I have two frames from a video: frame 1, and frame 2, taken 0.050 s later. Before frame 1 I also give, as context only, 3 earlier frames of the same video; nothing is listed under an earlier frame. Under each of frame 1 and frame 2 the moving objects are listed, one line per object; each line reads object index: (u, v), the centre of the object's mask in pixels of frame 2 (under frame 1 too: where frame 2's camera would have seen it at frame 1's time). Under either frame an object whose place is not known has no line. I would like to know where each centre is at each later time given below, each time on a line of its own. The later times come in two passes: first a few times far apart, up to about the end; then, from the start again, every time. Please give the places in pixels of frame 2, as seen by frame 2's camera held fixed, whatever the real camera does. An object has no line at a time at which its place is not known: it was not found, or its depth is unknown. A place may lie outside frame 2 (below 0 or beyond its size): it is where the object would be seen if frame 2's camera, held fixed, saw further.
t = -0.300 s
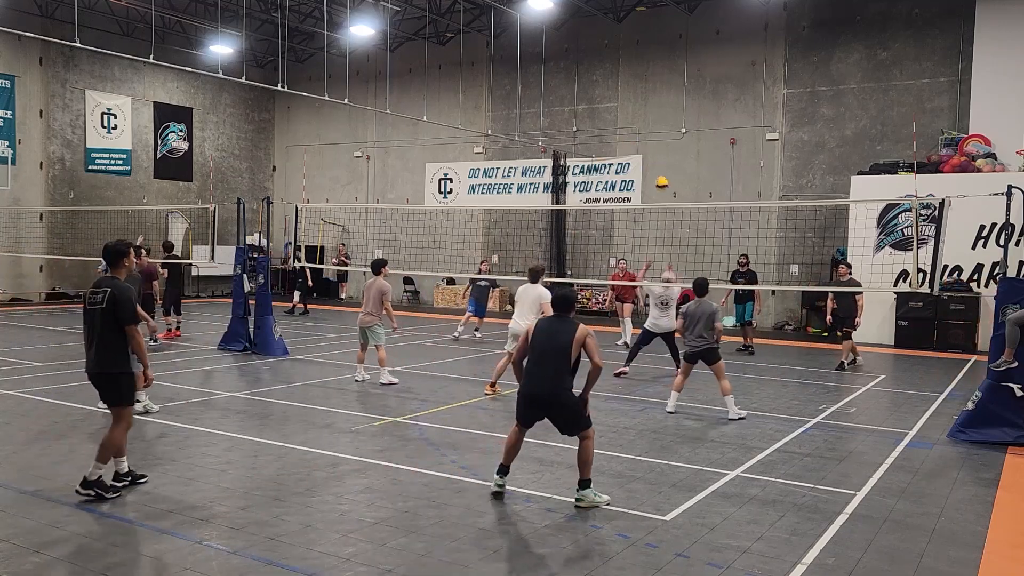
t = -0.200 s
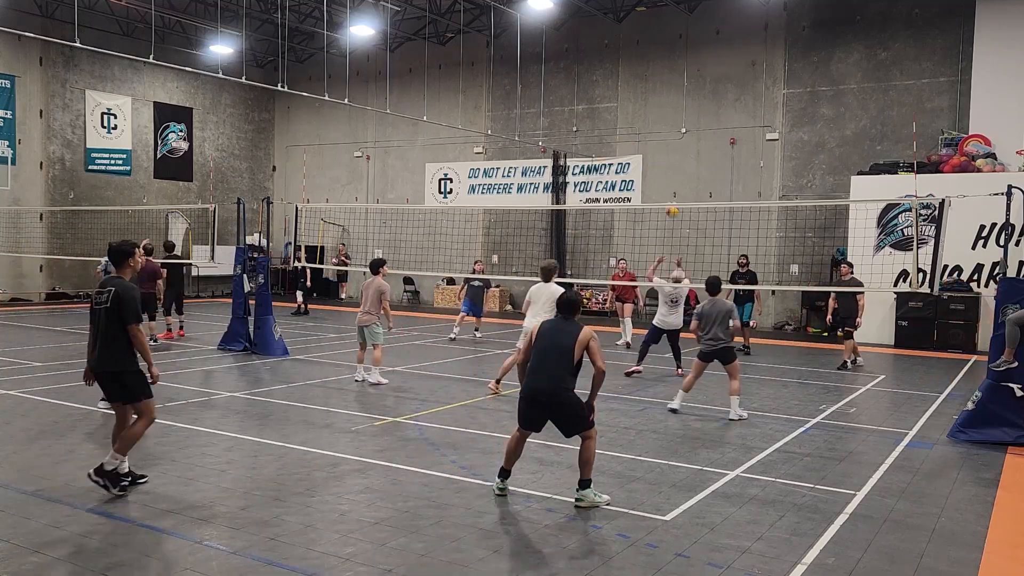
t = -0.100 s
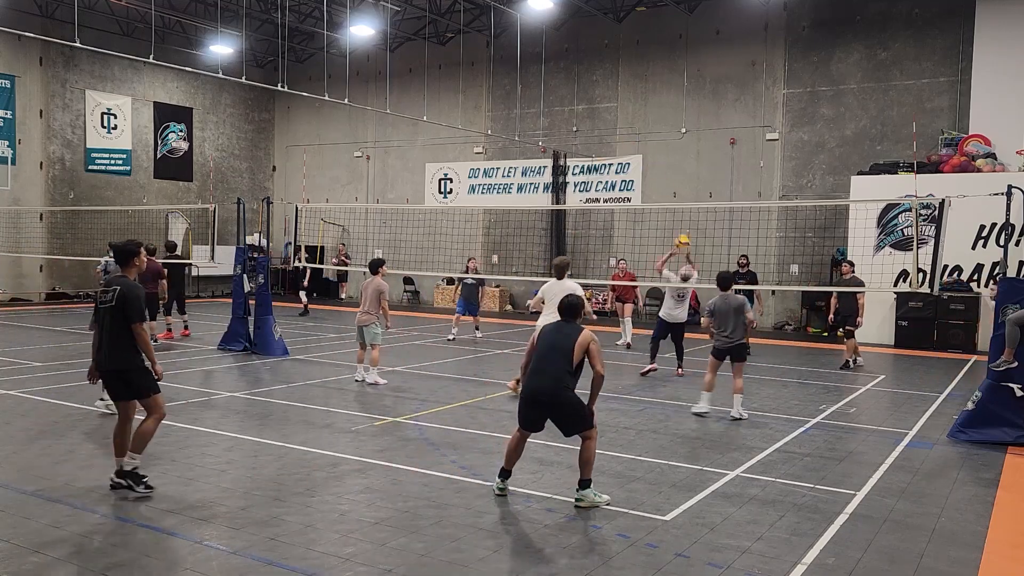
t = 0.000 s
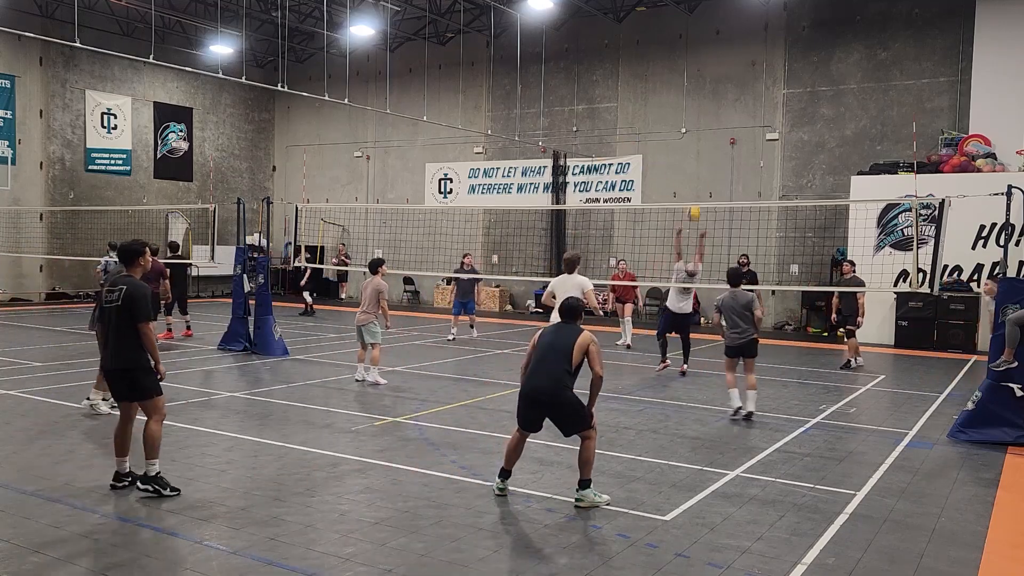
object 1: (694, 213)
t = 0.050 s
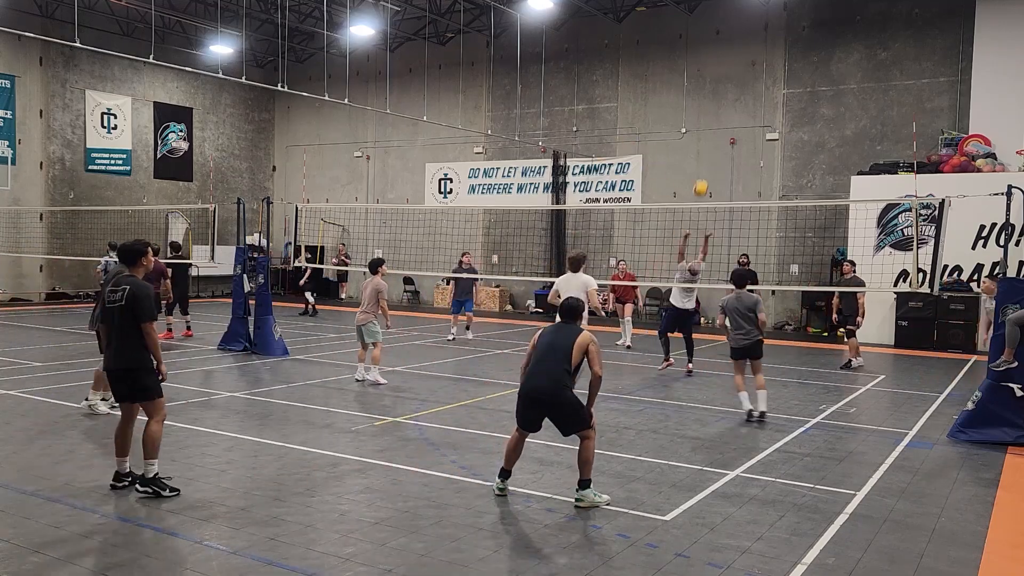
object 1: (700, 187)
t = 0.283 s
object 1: (729, 98)
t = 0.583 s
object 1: (762, 39)
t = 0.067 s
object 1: (703, 180)
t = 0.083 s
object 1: (705, 172)
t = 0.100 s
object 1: (707, 165)
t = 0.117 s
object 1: (709, 158)
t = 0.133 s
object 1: (711, 151)
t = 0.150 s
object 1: (714, 144)
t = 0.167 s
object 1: (715, 138)
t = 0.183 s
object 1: (717, 132)
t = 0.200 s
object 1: (719, 126)
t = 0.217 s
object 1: (721, 120)
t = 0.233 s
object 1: (723, 114)
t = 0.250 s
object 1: (725, 109)
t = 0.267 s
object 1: (727, 103)
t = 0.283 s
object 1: (729, 98)
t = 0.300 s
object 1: (731, 93)
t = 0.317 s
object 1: (733, 89)
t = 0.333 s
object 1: (735, 84)
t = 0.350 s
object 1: (737, 80)
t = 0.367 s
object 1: (739, 76)
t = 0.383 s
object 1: (740, 72)
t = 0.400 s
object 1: (742, 68)
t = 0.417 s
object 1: (744, 64)
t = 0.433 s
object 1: (746, 60)
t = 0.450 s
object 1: (748, 58)
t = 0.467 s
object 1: (750, 55)
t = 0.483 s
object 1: (752, 51)
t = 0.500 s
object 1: (754, 49)
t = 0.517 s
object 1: (755, 46)
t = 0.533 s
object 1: (757, 44)
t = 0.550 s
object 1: (759, 42)
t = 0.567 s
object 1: (760, 40)
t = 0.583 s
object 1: (762, 39)
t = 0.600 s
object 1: (764, 37)
